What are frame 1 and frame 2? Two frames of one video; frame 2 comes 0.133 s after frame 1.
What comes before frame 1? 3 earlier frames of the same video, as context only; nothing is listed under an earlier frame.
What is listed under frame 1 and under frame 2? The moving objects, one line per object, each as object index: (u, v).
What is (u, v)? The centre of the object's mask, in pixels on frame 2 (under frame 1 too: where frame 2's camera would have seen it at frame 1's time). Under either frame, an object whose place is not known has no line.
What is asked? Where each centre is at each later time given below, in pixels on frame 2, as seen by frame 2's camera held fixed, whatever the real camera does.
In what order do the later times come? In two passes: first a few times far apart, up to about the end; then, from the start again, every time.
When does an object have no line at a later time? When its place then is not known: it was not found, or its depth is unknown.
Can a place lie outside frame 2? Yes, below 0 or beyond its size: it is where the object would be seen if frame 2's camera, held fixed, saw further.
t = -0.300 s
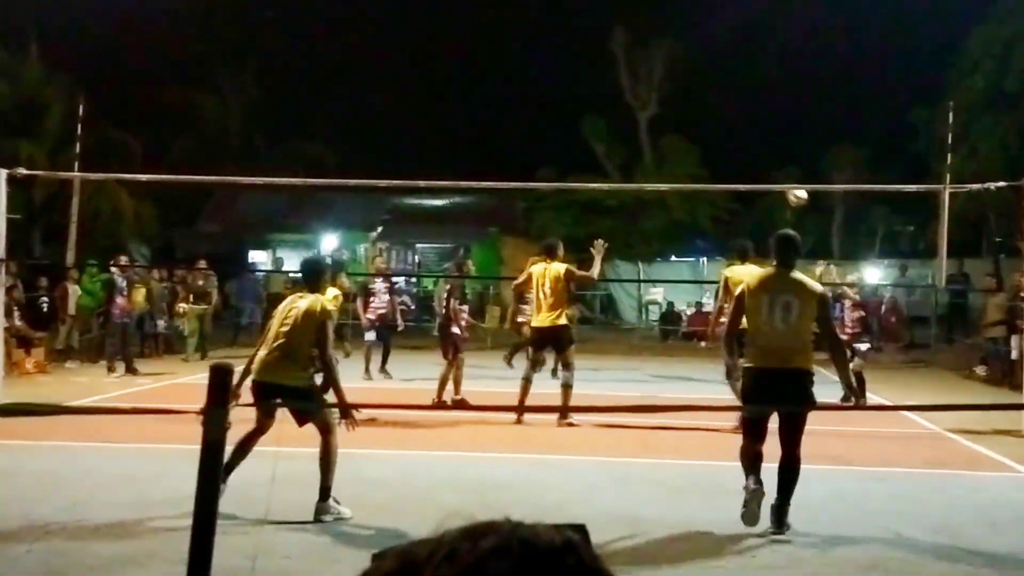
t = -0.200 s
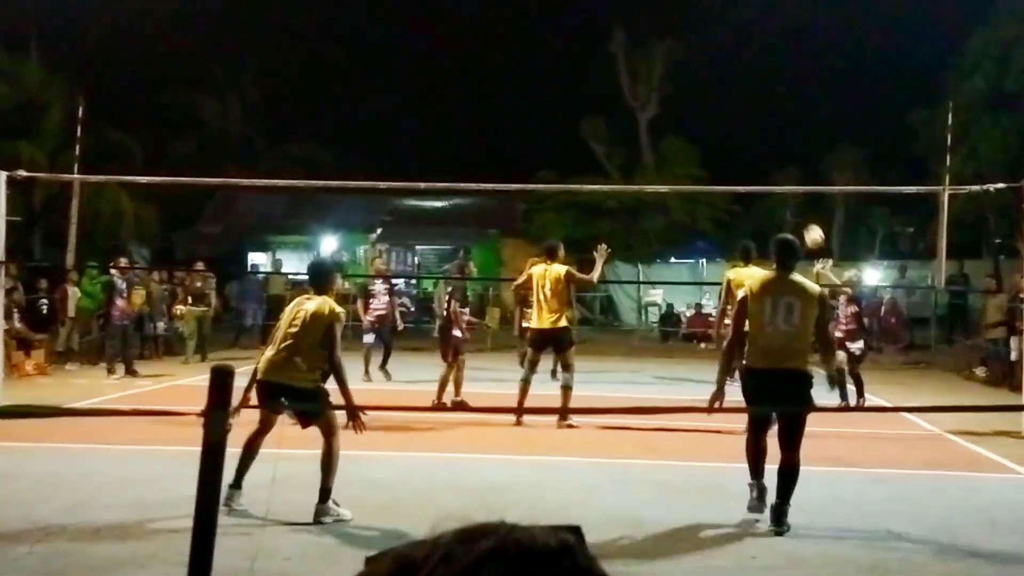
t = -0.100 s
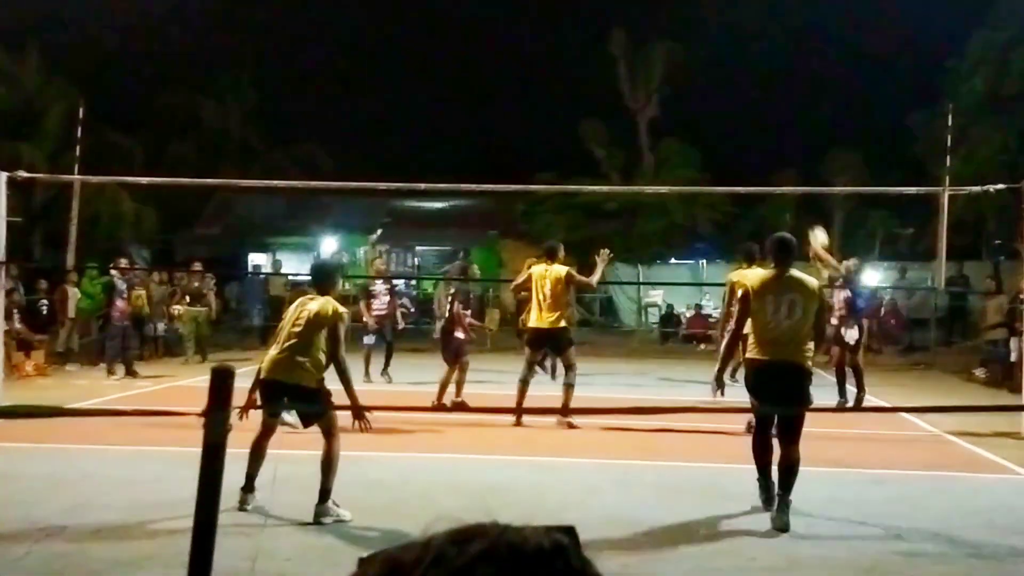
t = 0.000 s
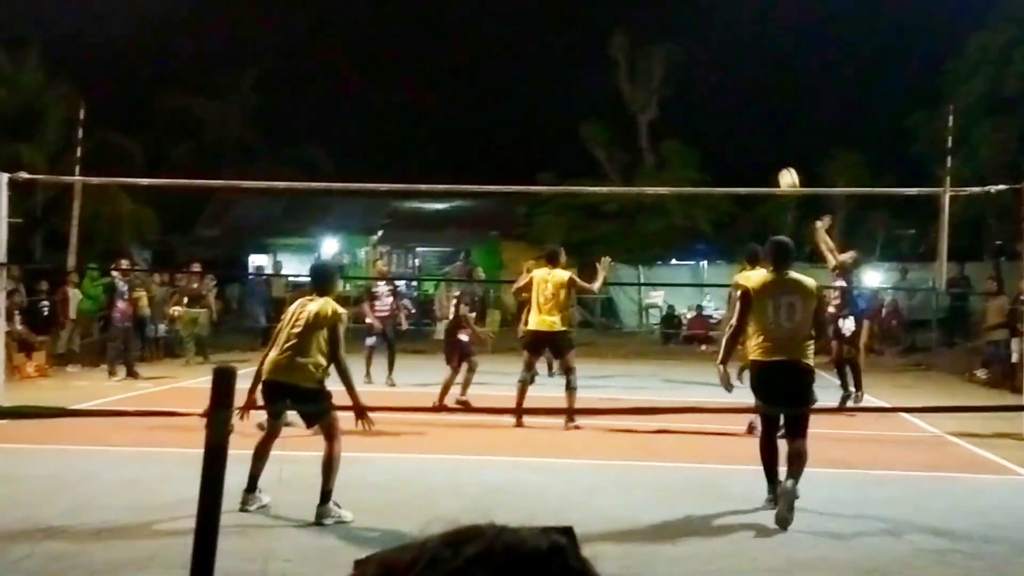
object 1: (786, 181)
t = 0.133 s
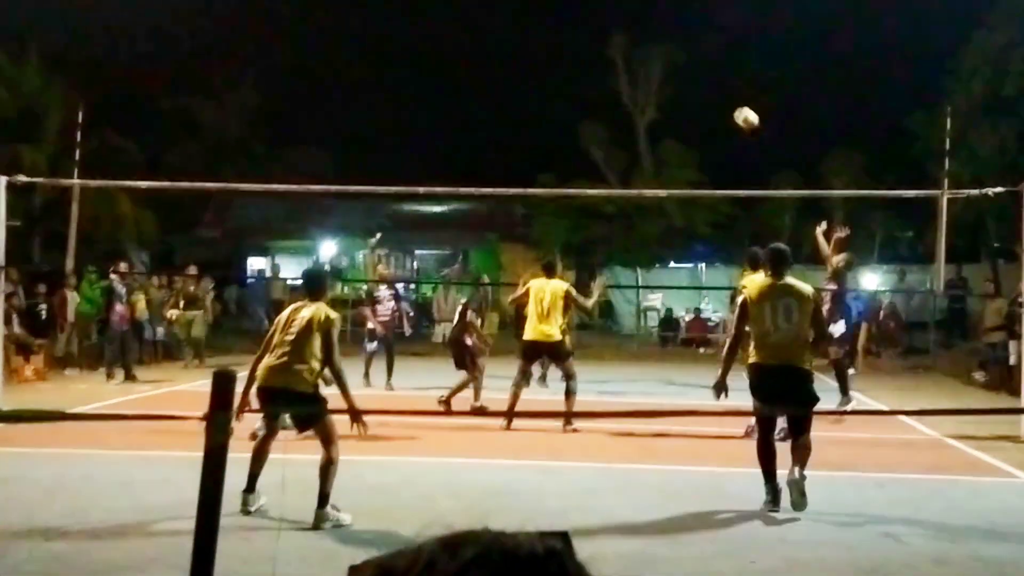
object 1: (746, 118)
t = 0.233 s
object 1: (715, 79)
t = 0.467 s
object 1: (642, 23)
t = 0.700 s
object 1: (570, 15)
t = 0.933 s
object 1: (498, 52)
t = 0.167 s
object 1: (735, 105)
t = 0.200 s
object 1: (725, 91)
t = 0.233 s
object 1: (715, 79)
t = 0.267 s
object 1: (705, 69)
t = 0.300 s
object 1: (695, 58)
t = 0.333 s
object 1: (684, 49)
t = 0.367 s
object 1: (674, 41)
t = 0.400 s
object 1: (663, 35)
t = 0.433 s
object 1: (653, 28)
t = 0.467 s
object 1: (642, 23)
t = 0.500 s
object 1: (632, 19)
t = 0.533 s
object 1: (621, 16)
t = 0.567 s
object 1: (612, 13)
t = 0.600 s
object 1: (602, 12)
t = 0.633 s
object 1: (592, 12)
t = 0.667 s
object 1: (581, 12)
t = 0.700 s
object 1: (570, 15)
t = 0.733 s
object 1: (560, 17)
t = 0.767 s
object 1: (550, 20)
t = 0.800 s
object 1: (539, 25)
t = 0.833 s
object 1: (529, 30)
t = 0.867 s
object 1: (519, 37)
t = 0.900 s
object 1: (508, 44)
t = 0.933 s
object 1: (498, 52)
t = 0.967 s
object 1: (488, 61)
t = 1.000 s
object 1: (478, 72)
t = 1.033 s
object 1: (468, 83)
